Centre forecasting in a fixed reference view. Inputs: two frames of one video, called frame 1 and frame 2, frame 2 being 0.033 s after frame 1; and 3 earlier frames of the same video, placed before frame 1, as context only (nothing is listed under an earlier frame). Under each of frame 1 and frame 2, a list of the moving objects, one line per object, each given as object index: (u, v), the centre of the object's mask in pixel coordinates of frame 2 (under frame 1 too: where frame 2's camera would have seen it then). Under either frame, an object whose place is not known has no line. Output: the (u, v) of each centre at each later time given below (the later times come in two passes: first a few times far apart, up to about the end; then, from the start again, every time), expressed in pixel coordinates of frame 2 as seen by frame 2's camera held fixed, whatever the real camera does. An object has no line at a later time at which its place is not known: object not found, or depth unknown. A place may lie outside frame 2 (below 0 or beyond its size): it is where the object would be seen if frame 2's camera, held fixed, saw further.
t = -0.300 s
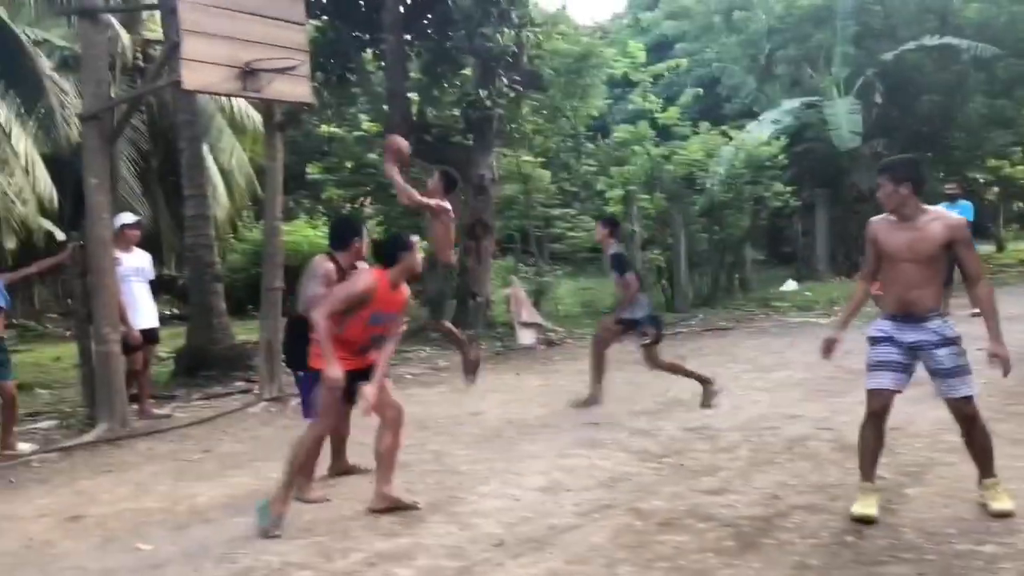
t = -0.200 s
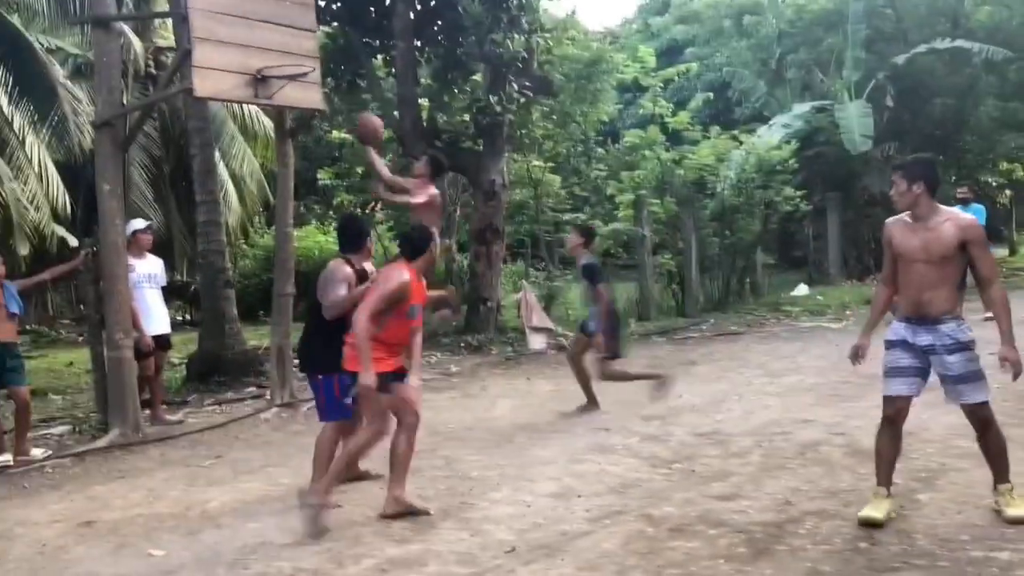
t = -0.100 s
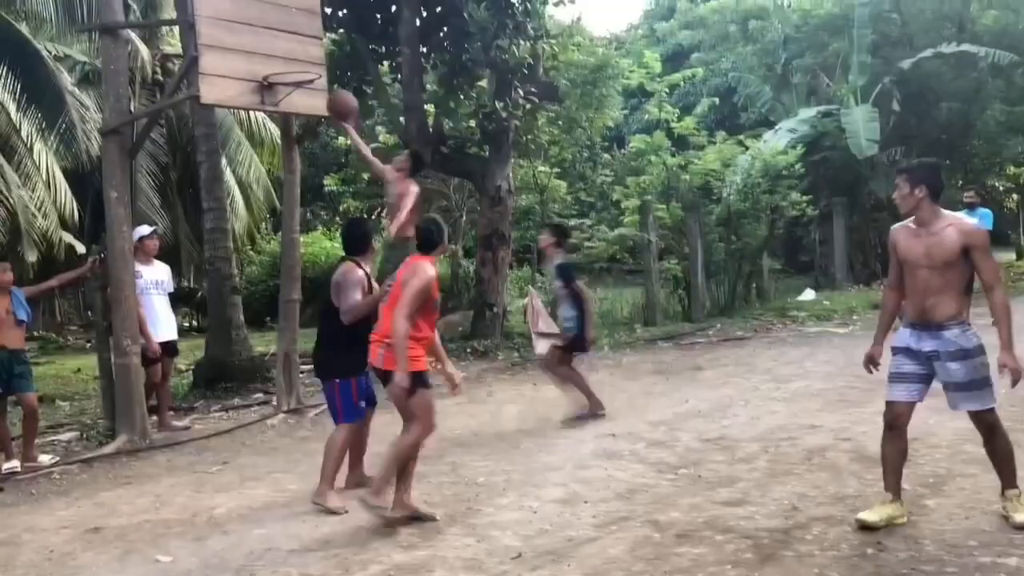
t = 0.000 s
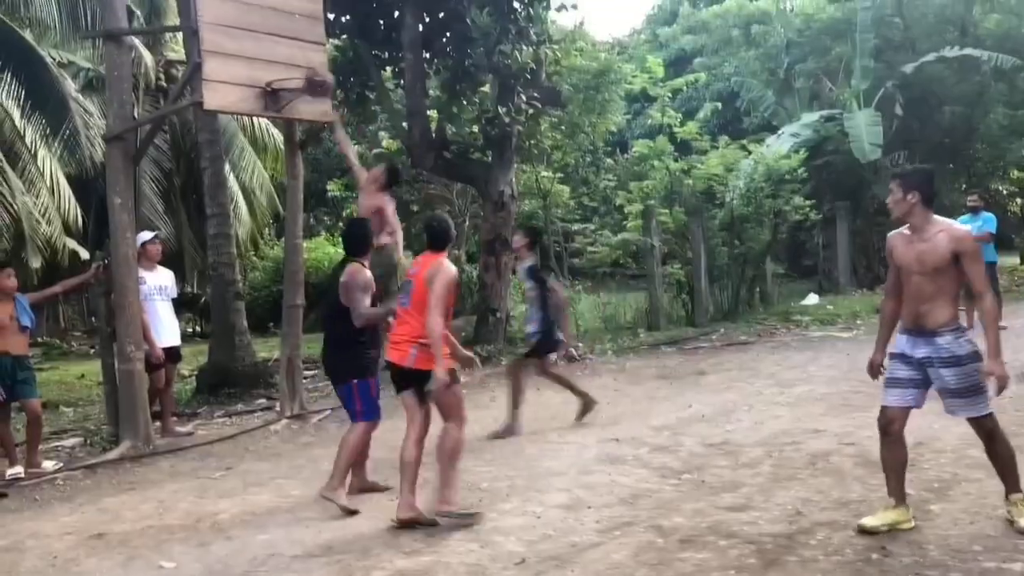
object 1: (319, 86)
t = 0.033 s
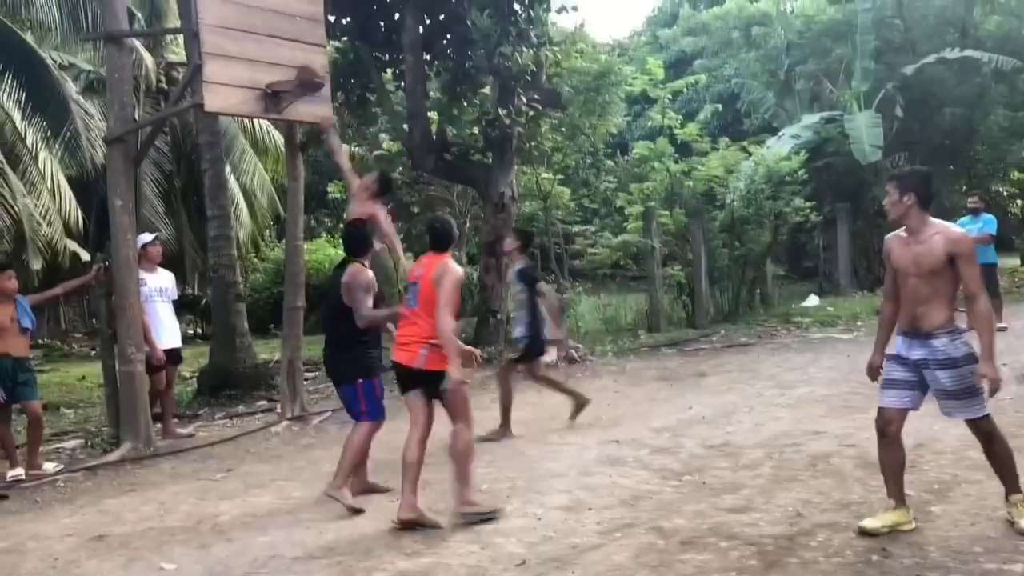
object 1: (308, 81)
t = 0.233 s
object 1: (297, 61)
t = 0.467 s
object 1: (296, 104)
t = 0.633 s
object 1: (302, 182)
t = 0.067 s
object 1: (301, 73)
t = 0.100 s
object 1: (300, 68)
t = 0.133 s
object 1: (299, 64)
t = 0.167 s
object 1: (298, 62)
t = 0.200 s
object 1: (298, 61)
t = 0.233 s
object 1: (297, 61)
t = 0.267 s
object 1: (296, 63)
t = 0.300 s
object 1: (296, 67)
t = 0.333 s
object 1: (296, 72)
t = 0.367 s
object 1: (296, 78)
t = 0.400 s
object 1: (295, 85)
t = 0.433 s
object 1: (295, 95)
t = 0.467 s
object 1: (296, 104)
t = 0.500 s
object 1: (296, 117)
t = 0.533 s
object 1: (298, 131)
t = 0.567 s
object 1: (298, 144)
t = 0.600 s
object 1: (299, 163)
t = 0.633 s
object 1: (302, 182)
